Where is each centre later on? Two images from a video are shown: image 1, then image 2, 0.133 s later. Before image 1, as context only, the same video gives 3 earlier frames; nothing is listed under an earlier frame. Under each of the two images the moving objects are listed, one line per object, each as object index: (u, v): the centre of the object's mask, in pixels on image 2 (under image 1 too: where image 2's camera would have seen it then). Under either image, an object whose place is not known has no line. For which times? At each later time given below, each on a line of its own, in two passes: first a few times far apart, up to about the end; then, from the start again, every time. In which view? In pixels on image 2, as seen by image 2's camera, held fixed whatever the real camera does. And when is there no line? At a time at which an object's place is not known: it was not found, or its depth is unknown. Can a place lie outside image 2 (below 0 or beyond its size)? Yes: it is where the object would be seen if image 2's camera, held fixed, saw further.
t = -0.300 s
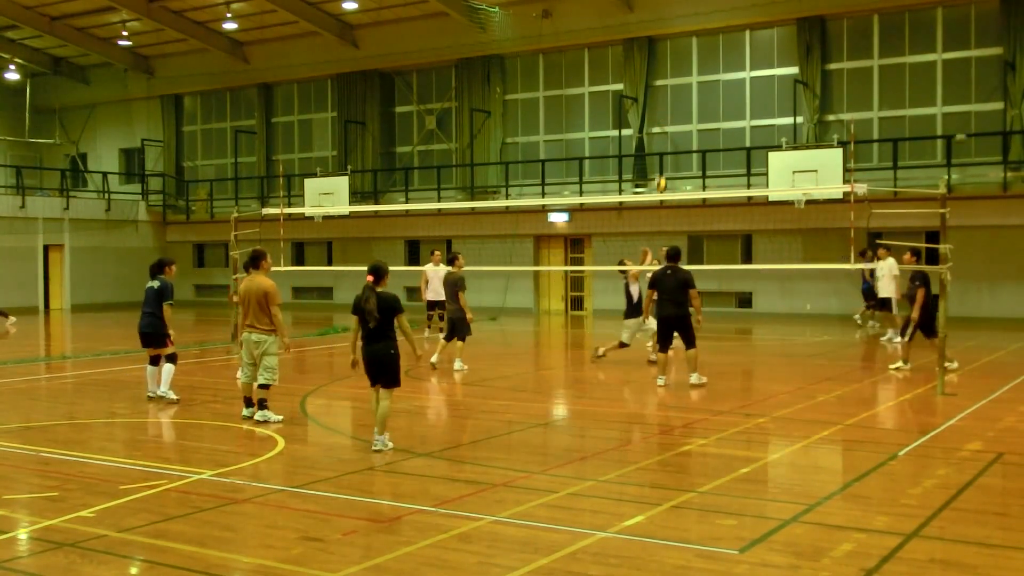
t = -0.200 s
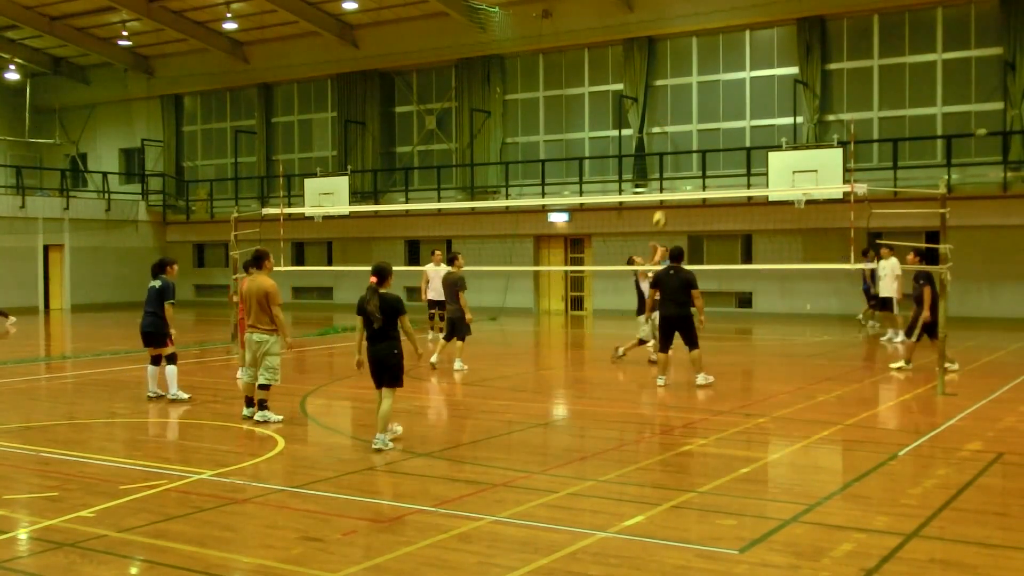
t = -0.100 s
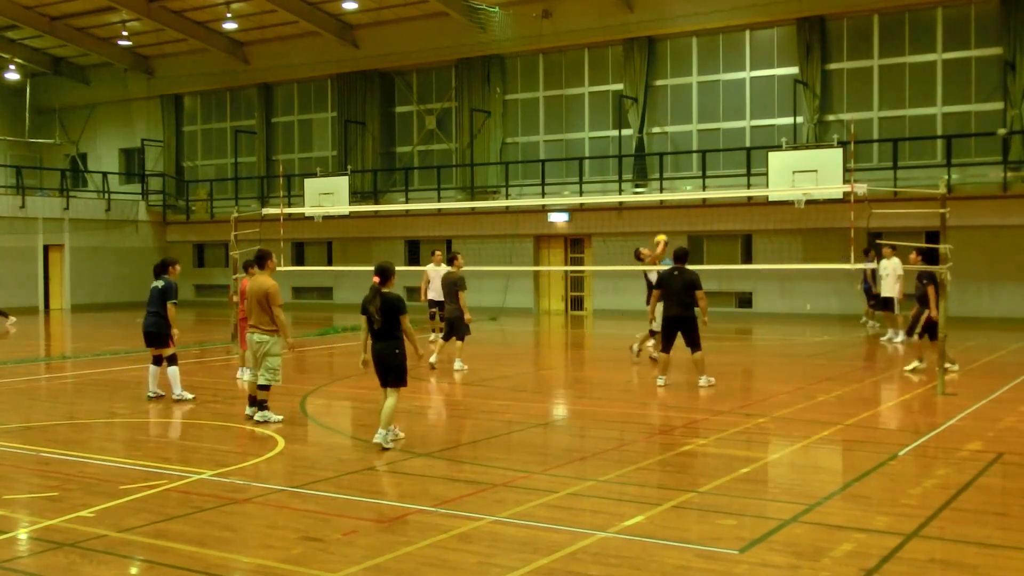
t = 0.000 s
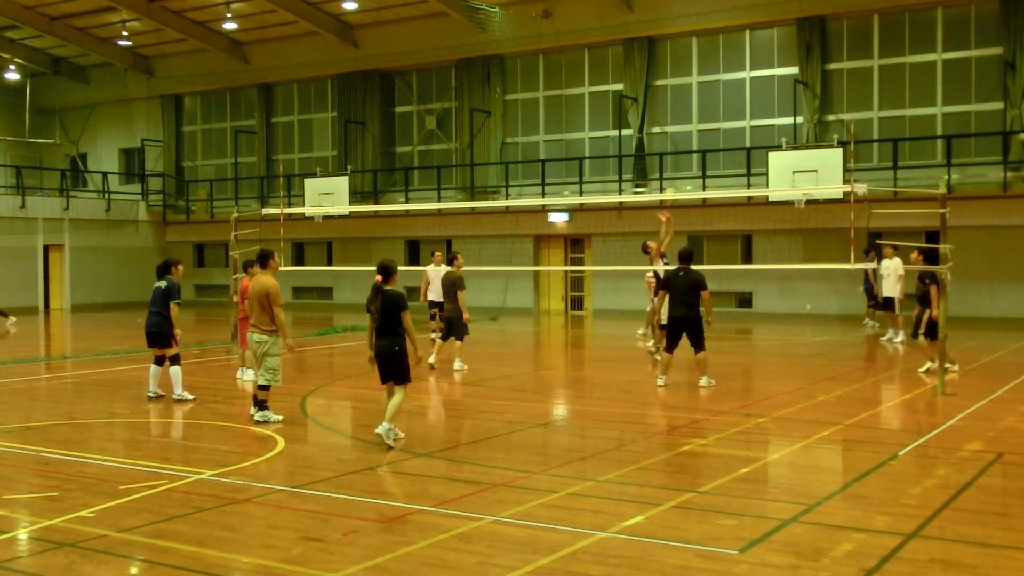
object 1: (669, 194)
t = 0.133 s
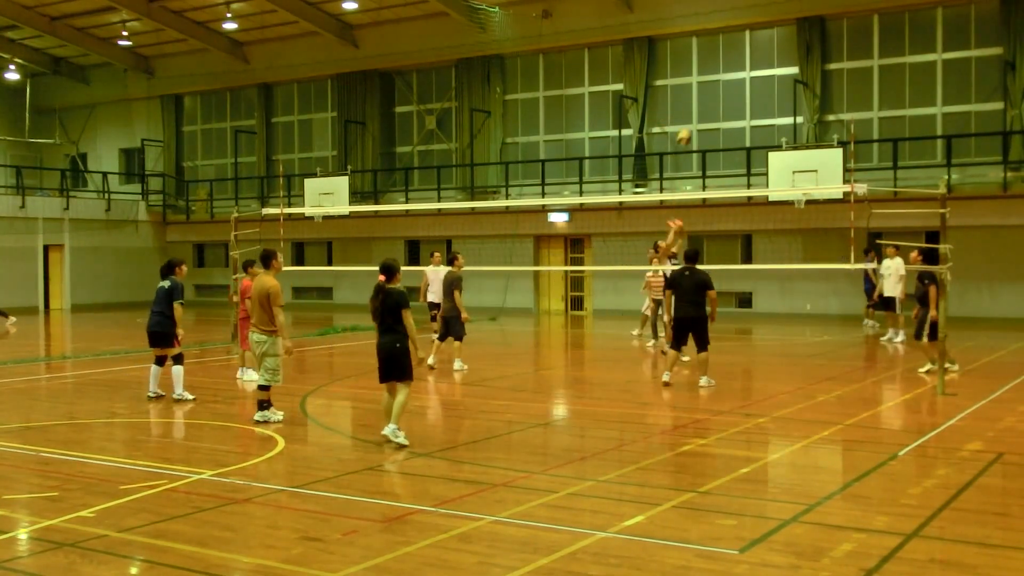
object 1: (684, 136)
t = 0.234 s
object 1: (694, 102)
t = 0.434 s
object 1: (717, 50)
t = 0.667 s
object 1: (742, 25)
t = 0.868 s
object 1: (765, 33)
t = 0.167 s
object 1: (688, 125)
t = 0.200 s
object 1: (691, 113)
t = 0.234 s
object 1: (694, 102)
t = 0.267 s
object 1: (699, 91)
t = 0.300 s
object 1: (702, 81)
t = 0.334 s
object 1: (706, 72)
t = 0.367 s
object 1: (709, 64)
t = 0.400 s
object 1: (713, 56)
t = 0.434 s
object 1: (717, 50)
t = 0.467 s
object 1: (720, 44)
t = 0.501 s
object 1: (724, 39)
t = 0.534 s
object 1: (727, 34)
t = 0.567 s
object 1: (731, 31)
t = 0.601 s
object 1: (734, 28)
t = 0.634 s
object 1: (738, 26)
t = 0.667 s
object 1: (742, 25)
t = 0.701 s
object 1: (746, 24)
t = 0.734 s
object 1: (749, 24)
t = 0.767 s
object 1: (753, 26)
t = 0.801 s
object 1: (757, 27)
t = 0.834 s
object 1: (761, 30)
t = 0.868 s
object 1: (765, 33)
